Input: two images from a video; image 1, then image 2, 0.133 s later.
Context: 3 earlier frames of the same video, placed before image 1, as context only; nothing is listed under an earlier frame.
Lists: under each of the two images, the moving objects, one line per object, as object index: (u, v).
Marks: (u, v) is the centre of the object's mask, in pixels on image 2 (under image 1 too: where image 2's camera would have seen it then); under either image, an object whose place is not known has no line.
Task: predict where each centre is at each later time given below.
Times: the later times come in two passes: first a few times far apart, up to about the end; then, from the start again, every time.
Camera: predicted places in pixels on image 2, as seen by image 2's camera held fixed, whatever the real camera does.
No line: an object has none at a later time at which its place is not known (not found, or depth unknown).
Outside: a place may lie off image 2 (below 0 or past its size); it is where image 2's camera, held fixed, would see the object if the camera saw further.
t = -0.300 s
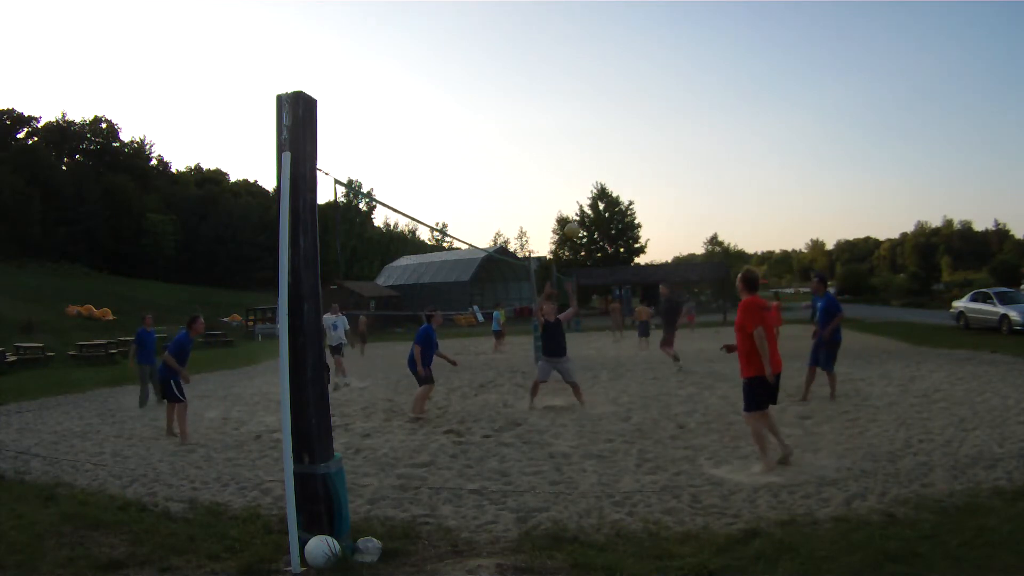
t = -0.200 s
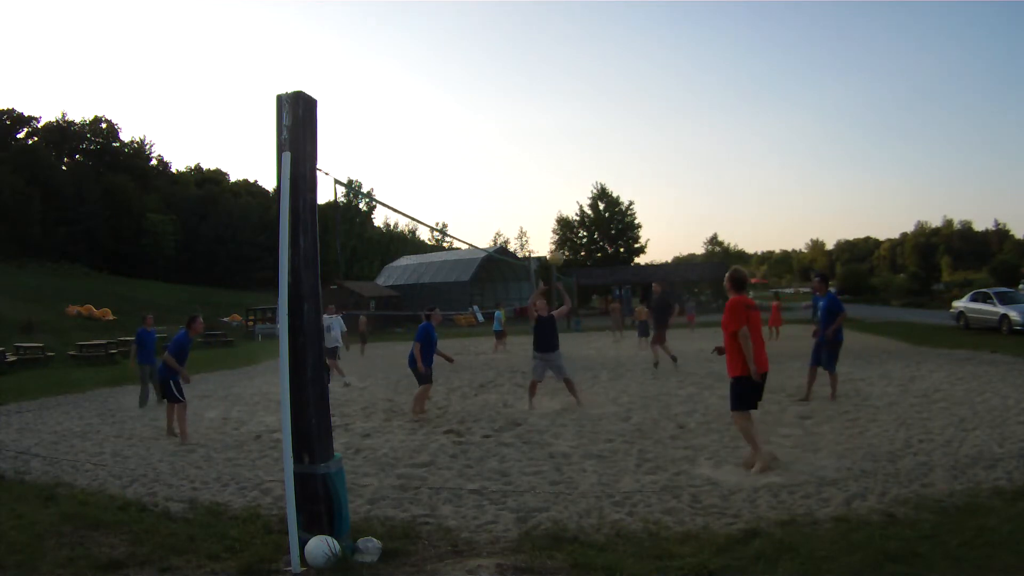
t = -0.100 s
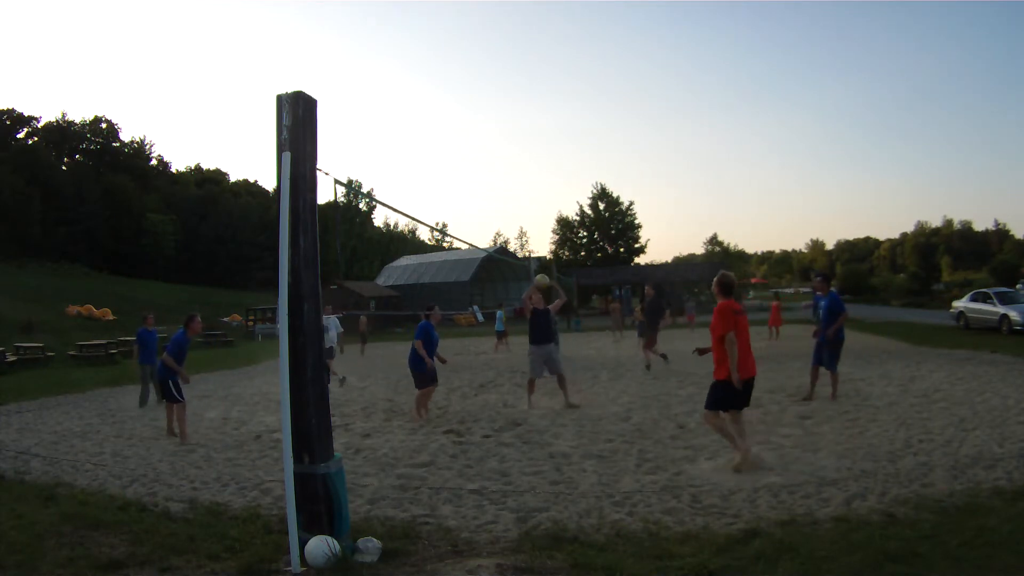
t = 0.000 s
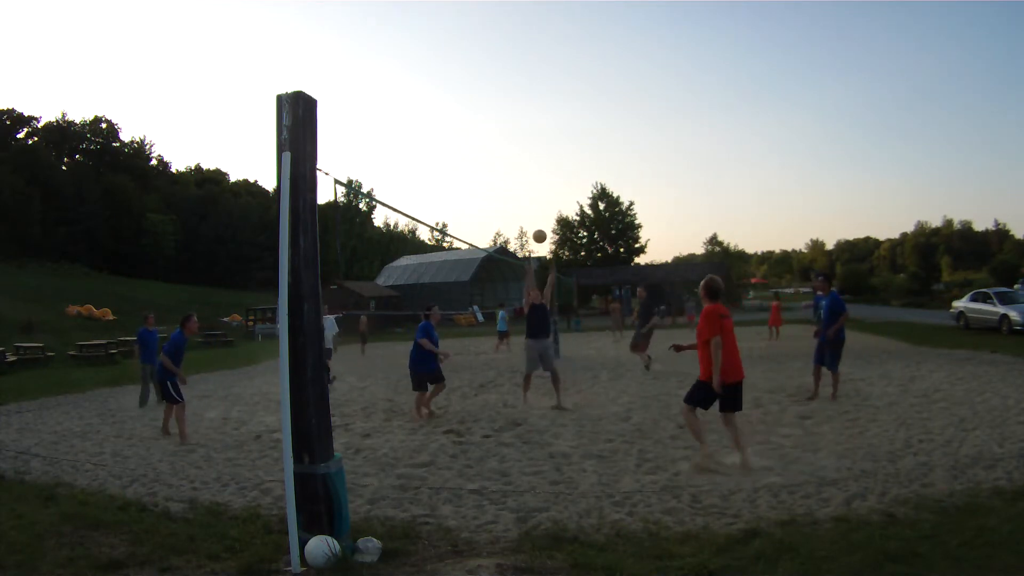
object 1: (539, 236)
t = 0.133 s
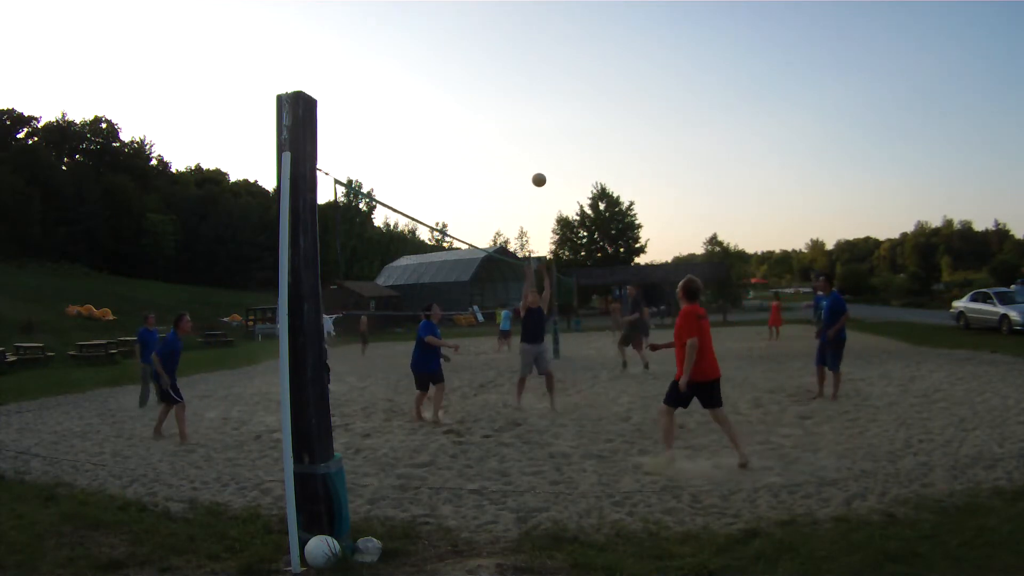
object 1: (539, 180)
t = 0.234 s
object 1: (539, 145)
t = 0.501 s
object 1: (542, 85)
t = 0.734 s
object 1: (548, 70)
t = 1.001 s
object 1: (558, 98)
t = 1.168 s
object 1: (567, 146)
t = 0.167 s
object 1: (539, 168)
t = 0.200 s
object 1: (539, 156)
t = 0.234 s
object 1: (539, 145)
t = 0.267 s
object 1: (539, 135)
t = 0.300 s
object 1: (539, 126)
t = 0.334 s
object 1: (540, 117)
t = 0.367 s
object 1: (540, 110)
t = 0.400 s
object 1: (540, 102)
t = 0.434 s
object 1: (541, 96)
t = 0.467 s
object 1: (541, 90)
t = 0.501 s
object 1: (542, 85)
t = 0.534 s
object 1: (542, 81)
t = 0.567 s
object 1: (543, 77)
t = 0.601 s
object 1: (544, 74)
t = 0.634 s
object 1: (545, 72)
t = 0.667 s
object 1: (546, 71)
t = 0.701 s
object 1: (546, 70)
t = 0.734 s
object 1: (548, 70)
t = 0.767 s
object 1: (549, 71)
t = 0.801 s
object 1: (550, 72)
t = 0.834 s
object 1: (551, 74)
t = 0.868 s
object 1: (552, 77)
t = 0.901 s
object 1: (554, 81)
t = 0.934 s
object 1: (555, 86)
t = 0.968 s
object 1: (556, 92)
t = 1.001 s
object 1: (558, 98)
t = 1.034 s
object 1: (560, 106)
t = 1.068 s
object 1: (562, 114)
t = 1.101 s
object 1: (563, 124)
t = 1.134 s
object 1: (565, 134)
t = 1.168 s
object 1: (567, 146)
